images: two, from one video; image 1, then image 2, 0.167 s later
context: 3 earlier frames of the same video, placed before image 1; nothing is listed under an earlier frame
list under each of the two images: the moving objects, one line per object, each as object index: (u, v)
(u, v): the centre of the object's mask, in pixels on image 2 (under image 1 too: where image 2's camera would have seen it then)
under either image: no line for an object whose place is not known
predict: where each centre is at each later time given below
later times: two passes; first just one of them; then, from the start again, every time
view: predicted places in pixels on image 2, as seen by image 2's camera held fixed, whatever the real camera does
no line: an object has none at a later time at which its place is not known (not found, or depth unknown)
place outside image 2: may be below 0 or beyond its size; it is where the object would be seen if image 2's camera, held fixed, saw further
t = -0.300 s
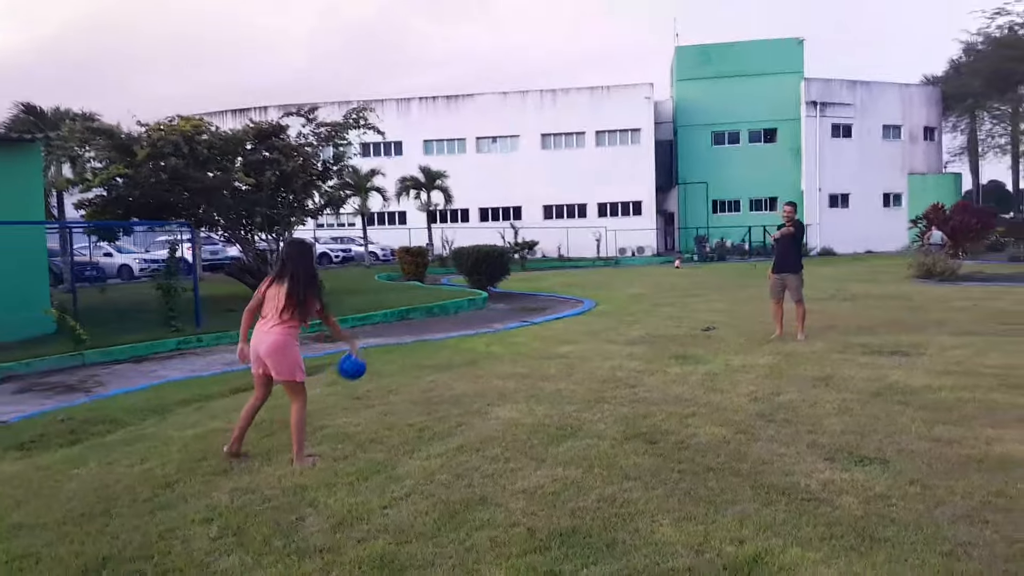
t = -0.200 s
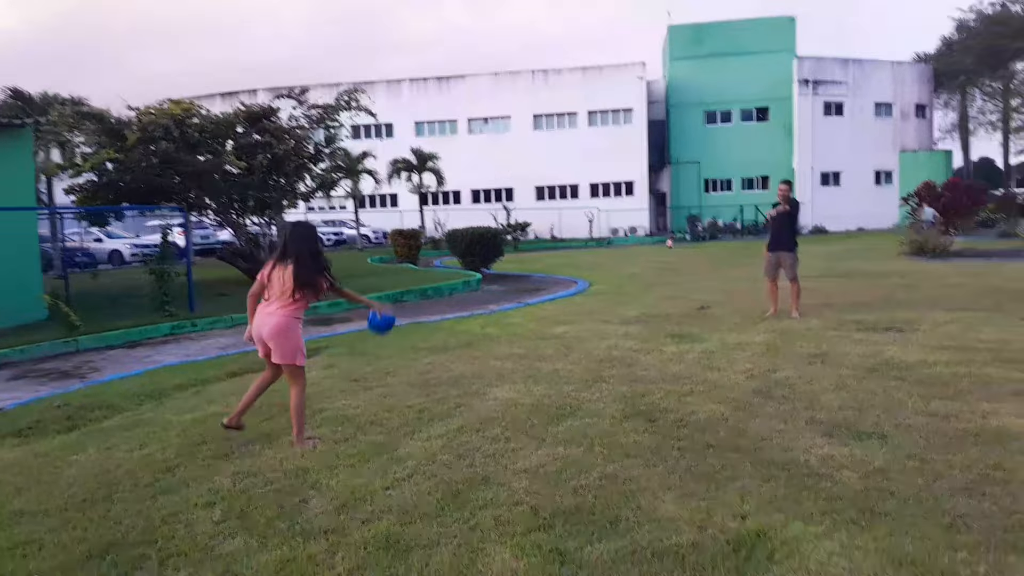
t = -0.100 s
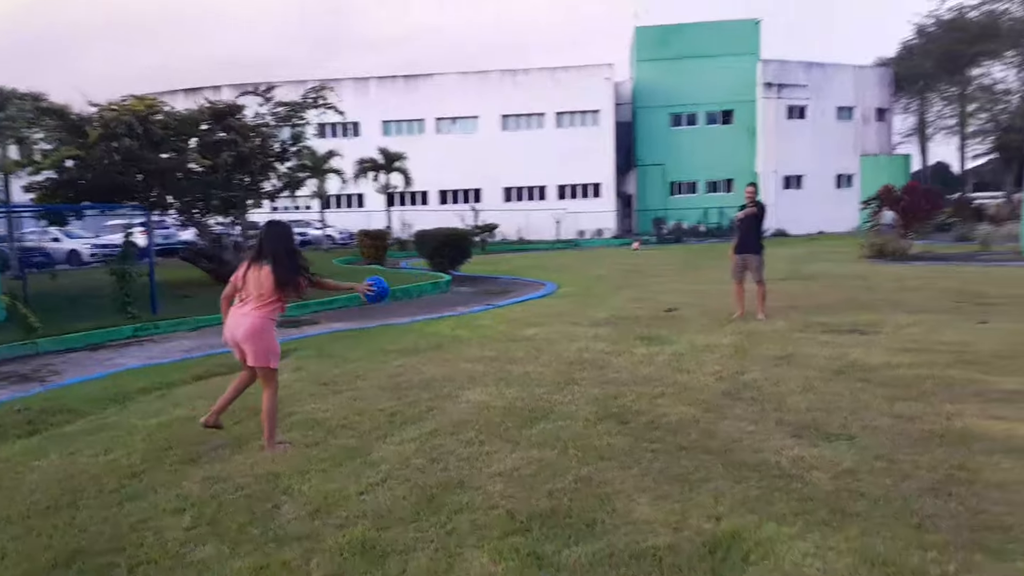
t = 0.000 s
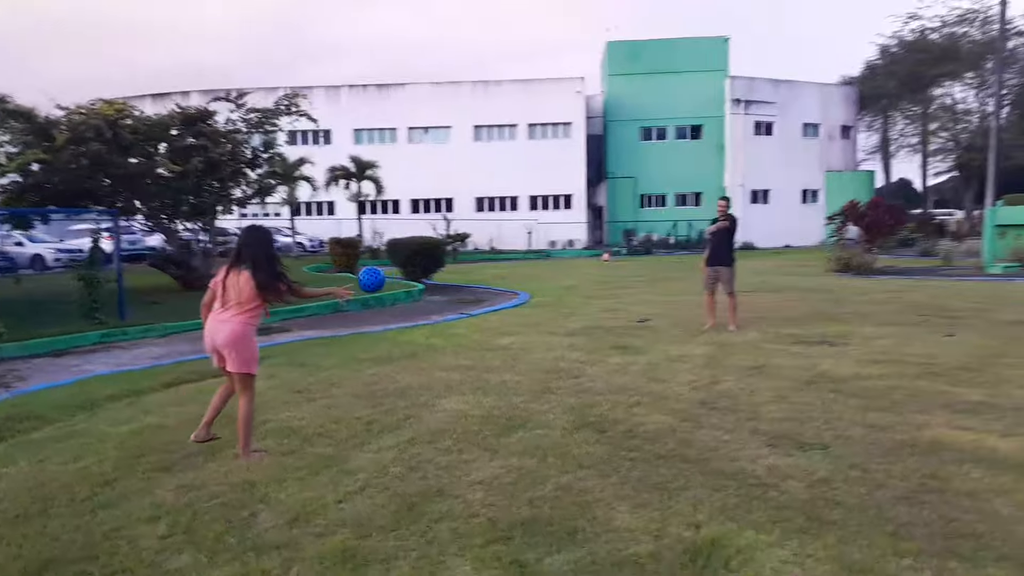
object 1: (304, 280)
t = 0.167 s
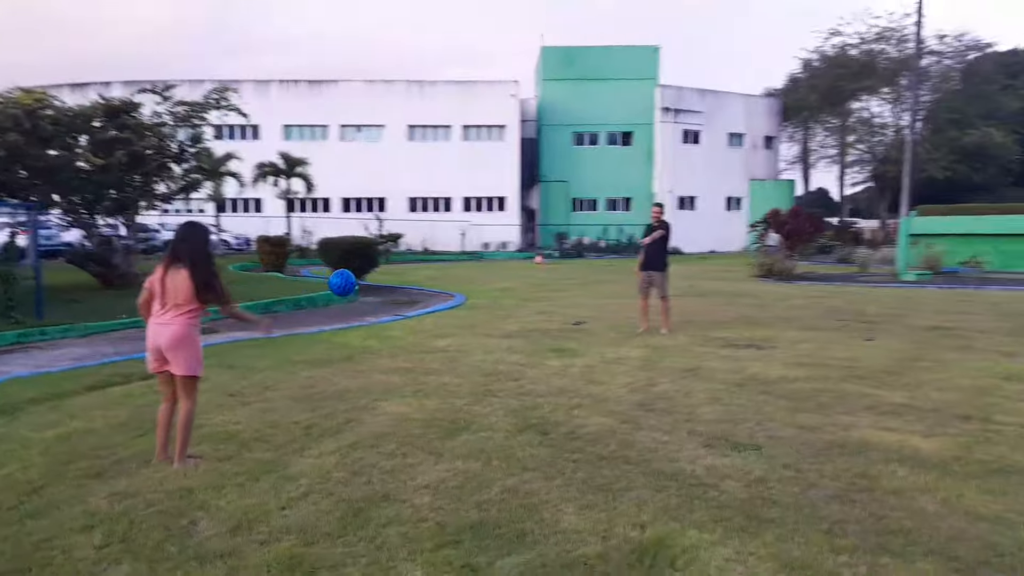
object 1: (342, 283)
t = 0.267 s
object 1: (363, 302)
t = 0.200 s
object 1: (349, 288)
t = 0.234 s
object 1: (356, 294)
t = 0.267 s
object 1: (363, 302)
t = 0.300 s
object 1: (369, 311)
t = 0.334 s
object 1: (375, 321)
